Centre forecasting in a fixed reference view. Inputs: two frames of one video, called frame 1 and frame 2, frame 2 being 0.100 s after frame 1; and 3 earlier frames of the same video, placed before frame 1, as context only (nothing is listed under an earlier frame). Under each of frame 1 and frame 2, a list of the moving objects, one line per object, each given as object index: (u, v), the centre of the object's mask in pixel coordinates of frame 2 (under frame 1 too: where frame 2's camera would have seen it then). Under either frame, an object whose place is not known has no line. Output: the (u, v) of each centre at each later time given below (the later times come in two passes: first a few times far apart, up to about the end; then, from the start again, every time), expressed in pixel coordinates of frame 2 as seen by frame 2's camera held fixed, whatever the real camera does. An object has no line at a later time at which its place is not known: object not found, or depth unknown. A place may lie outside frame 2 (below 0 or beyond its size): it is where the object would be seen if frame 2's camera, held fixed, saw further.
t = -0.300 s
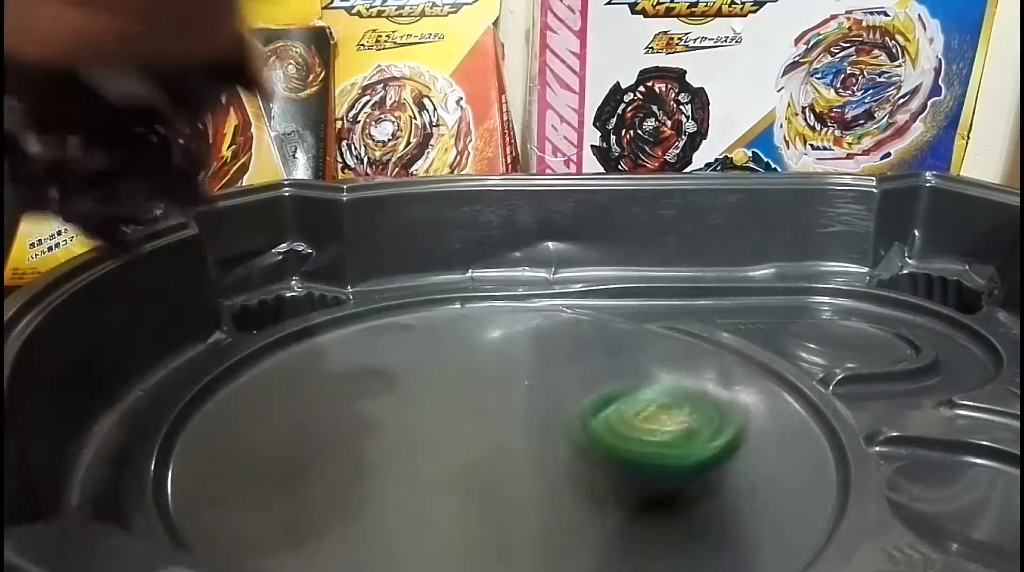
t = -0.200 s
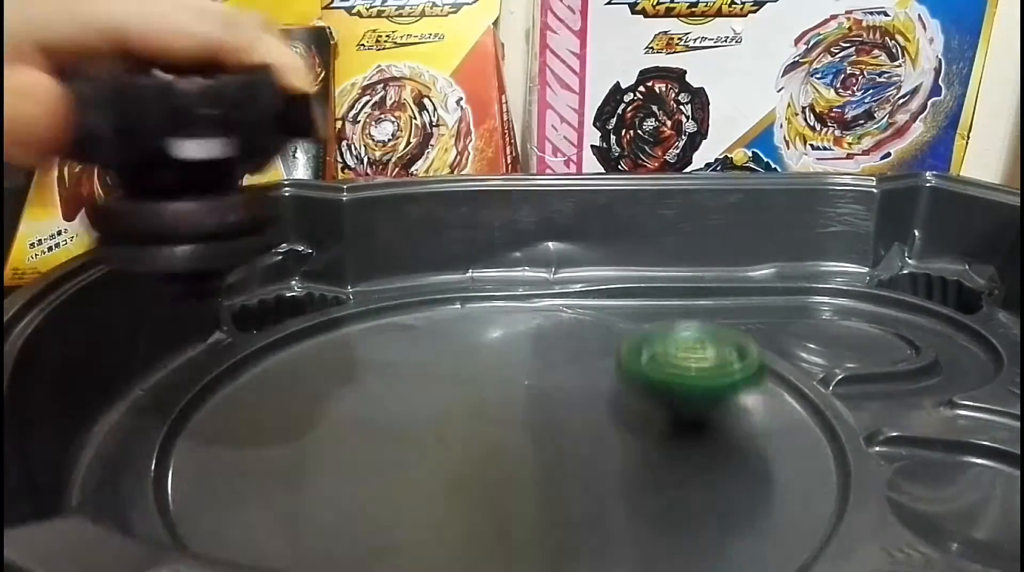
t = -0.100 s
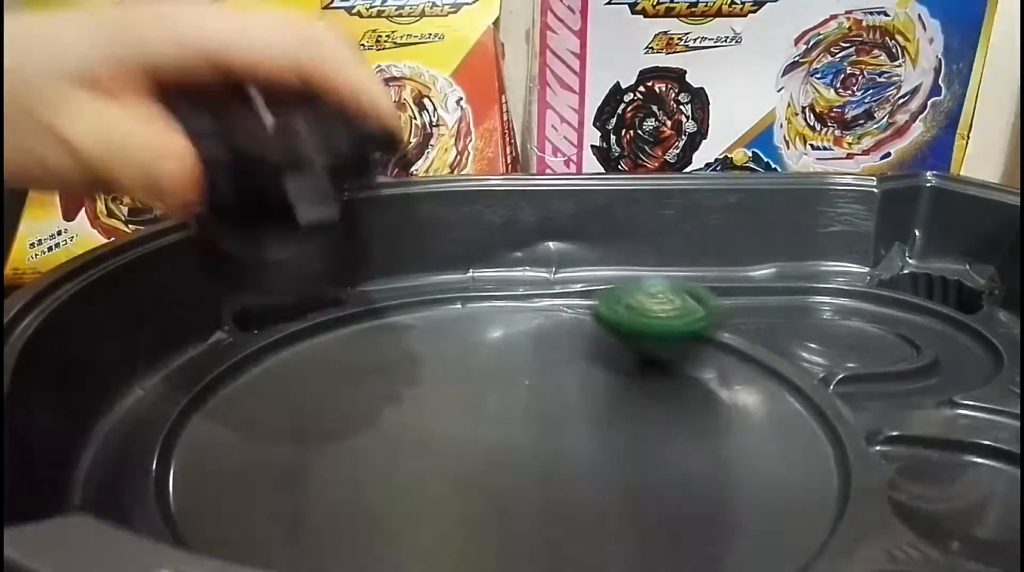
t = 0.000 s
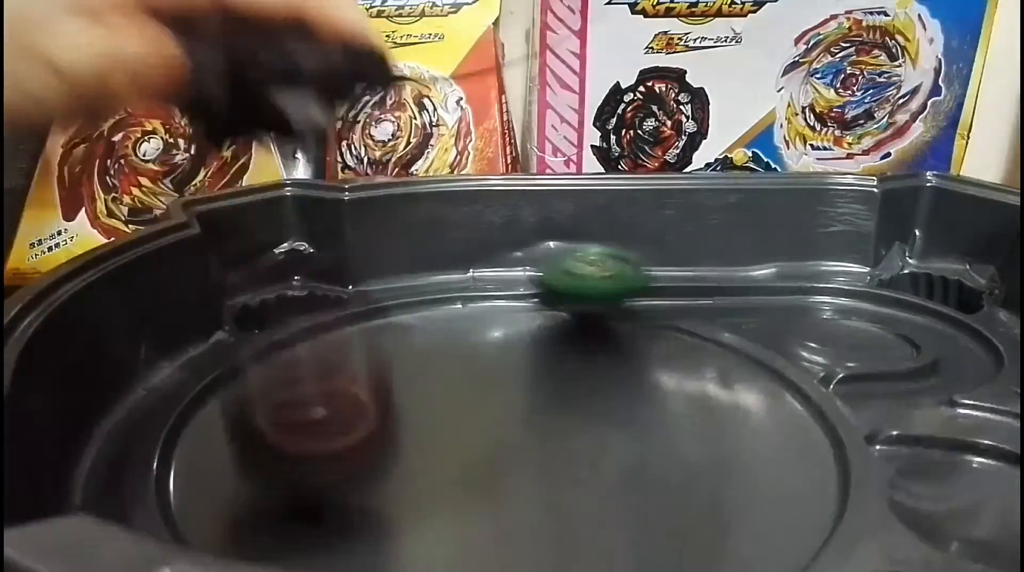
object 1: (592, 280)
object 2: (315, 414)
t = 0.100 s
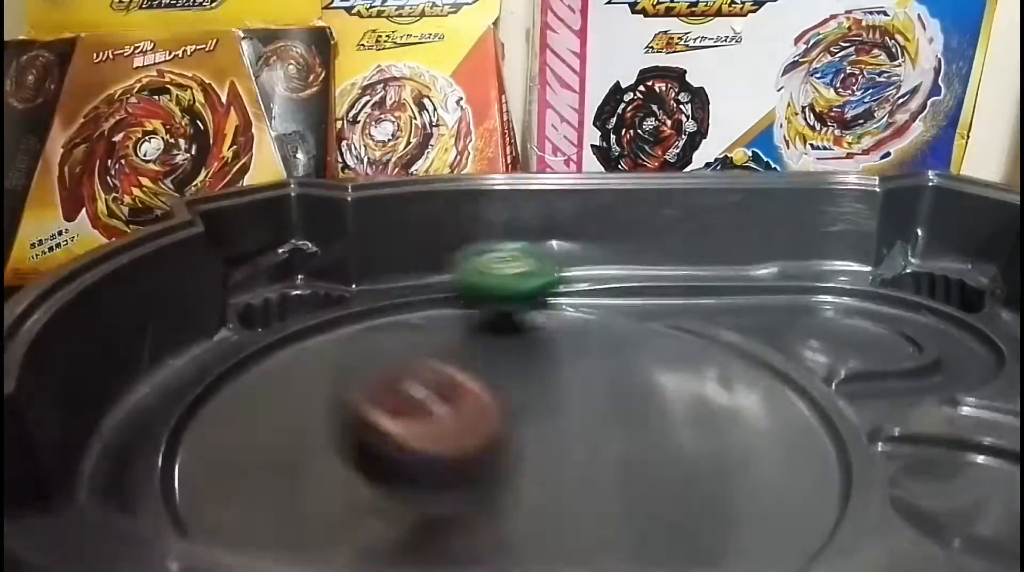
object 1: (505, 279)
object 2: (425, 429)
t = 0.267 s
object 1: (378, 317)
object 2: (688, 426)
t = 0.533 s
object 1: (399, 439)
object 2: (689, 277)
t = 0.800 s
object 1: (680, 413)
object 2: (677, 282)
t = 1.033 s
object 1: (611, 345)
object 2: (679, 279)
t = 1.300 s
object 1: (437, 417)
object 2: (755, 278)
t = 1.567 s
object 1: (531, 475)
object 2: (789, 279)
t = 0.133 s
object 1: (478, 280)
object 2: (479, 460)
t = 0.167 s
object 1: (452, 287)
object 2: (531, 459)
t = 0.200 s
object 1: (425, 293)
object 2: (589, 455)
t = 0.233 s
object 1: (402, 304)
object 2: (642, 443)
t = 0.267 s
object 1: (378, 317)
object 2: (688, 426)
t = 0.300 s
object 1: (358, 328)
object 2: (726, 401)
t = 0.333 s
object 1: (344, 344)
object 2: (750, 378)
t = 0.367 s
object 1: (337, 360)
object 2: (766, 353)
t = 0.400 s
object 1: (336, 377)
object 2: (760, 326)
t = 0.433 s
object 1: (343, 396)
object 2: (740, 311)
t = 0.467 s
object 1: (356, 411)
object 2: (721, 294)
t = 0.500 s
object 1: (375, 426)
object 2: (707, 281)
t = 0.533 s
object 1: (399, 439)
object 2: (689, 277)
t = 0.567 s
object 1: (433, 451)
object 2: (684, 281)
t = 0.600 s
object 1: (472, 458)
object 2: (681, 281)
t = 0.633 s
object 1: (516, 462)
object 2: (677, 281)
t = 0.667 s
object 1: (560, 461)
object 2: (675, 280)
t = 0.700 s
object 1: (602, 456)
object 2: (675, 281)
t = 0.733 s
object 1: (638, 444)
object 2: (676, 283)
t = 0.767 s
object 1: (663, 430)
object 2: (677, 282)
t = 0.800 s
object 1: (680, 413)
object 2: (677, 282)
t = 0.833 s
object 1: (689, 396)
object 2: (677, 283)
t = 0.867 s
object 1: (690, 379)
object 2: (678, 282)
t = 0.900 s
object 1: (683, 364)
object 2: (675, 281)
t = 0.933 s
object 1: (674, 351)
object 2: (673, 276)
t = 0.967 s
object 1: (662, 338)
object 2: (671, 272)
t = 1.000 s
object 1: (641, 334)
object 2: (672, 270)
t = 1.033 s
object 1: (611, 345)
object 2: (679, 279)
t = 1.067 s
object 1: (582, 348)
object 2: (681, 280)
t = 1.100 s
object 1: (556, 354)
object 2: (688, 280)
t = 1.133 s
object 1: (531, 360)
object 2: (698, 282)
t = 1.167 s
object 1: (508, 368)
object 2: (709, 281)
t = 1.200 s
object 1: (486, 380)
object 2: (720, 280)
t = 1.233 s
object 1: (467, 392)
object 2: (731, 278)
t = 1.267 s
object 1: (450, 403)
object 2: (743, 278)
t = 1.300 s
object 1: (437, 417)
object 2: (755, 278)
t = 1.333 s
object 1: (431, 430)
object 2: (765, 278)
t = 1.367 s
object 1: (432, 441)
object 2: (772, 278)
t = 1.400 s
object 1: (439, 455)
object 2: (779, 280)
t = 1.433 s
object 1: (452, 465)
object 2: (784, 279)
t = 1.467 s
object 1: (469, 472)
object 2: (787, 280)
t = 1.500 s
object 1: (489, 477)
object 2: (788, 280)
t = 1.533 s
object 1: (510, 478)
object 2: (789, 280)
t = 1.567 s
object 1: (531, 475)
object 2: (789, 279)
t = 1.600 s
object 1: (550, 470)
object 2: (789, 279)
